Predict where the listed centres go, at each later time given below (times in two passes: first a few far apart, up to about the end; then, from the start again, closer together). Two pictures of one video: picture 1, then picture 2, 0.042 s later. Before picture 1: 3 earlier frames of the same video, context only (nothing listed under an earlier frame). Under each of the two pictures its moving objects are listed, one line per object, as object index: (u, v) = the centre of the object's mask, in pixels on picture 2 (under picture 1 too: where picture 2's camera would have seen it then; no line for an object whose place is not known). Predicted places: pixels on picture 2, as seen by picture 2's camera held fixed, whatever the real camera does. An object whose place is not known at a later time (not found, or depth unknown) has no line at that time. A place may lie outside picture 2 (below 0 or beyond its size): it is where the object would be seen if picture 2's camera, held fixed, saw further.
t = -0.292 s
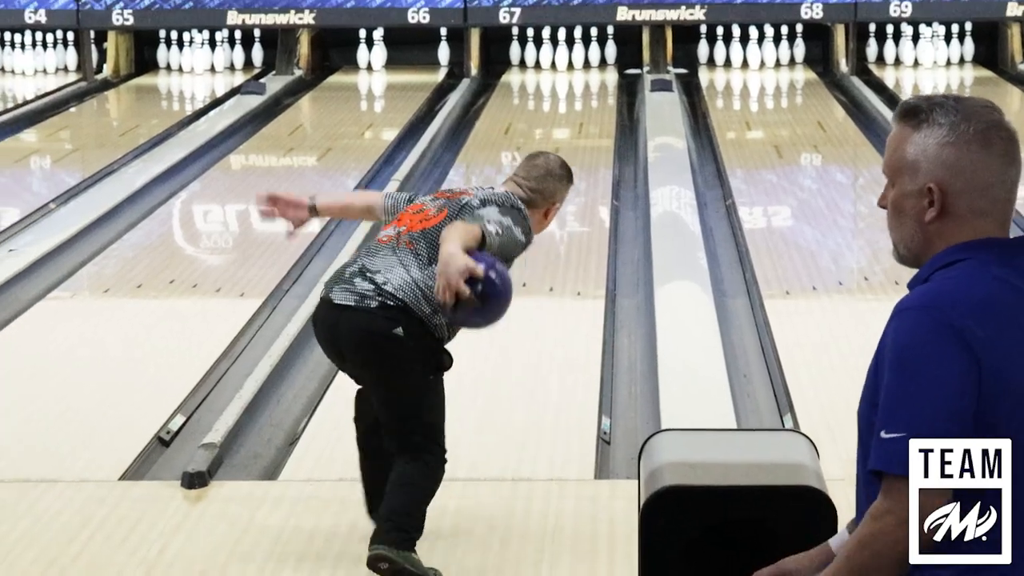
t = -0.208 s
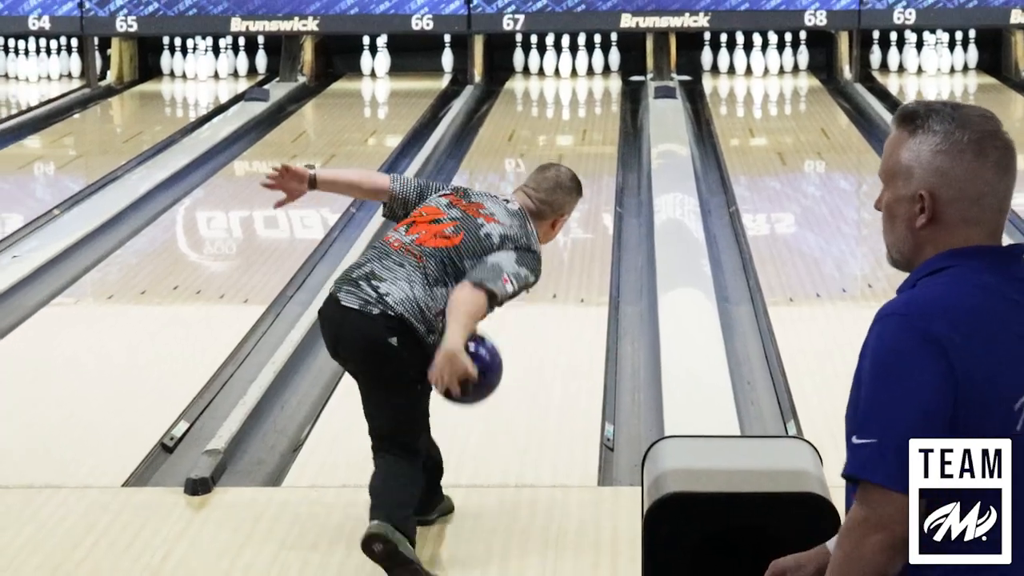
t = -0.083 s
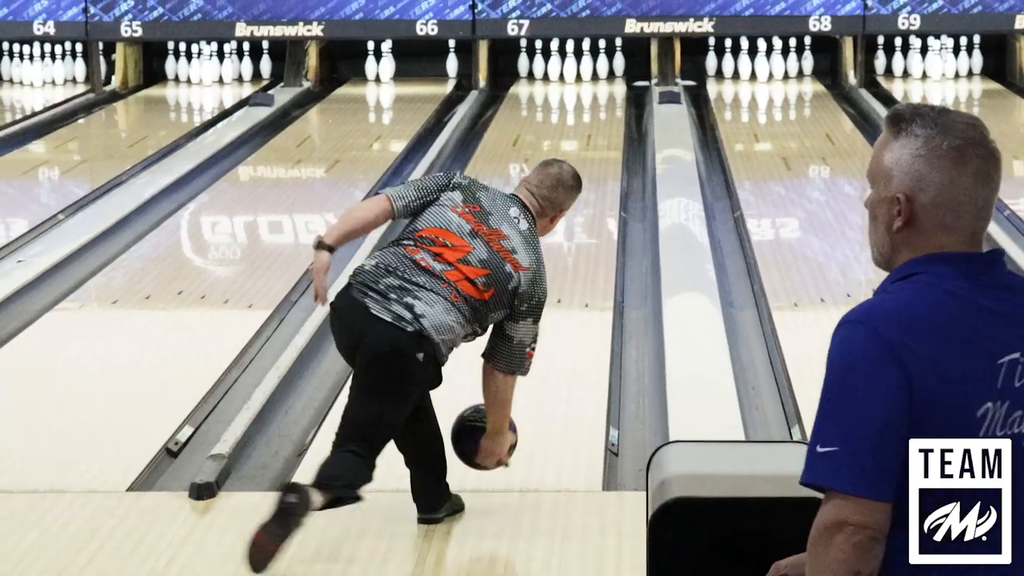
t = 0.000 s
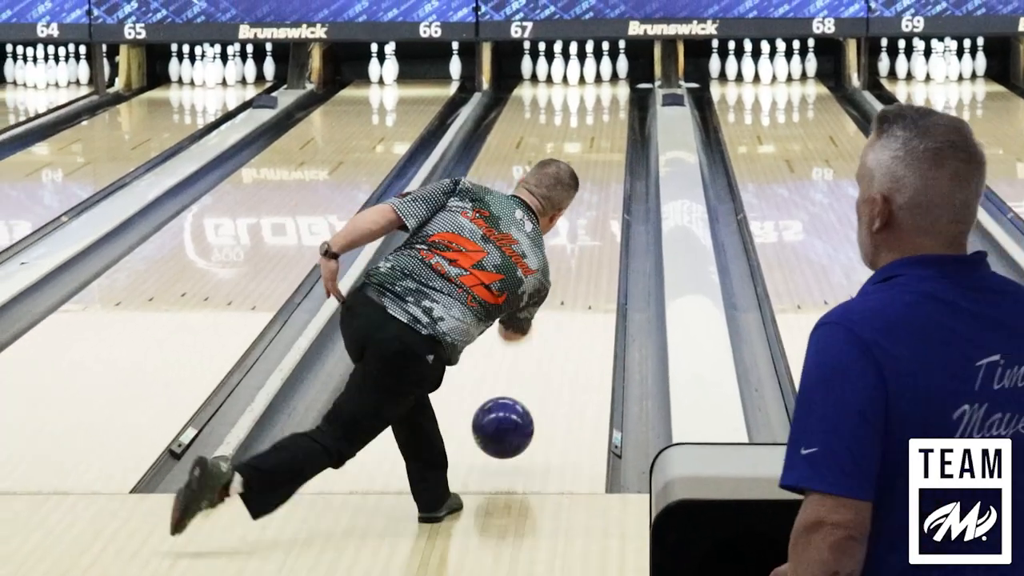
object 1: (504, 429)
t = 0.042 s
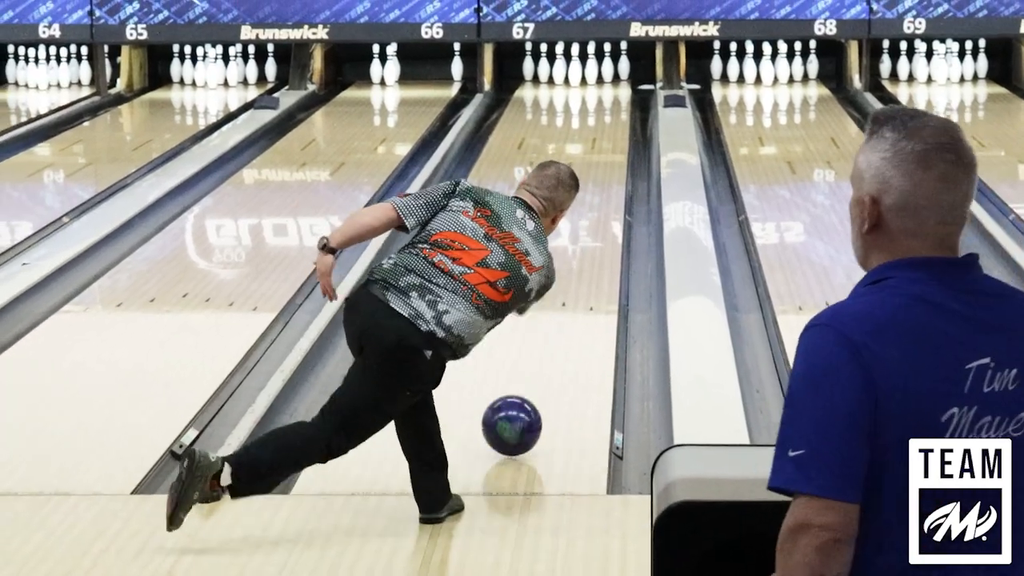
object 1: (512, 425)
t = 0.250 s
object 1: (541, 355)
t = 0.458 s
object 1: (563, 298)
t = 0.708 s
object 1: (590, 247)
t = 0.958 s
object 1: (596, 204)
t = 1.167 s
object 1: (604, 176)
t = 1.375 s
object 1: (613, 153)
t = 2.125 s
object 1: (603, 84)
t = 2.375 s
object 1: (589, 78)
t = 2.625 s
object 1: (595, 70)
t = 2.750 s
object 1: (595, 70)
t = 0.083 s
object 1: (518, 410)
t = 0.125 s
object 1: (524, 396)
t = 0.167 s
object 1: (530, 381)
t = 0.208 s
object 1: (536, 368)
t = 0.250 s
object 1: (541, 355)
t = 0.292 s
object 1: (546, 343)
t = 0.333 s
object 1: (551, 331)
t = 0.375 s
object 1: (555, 319)
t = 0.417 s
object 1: (559, 308)
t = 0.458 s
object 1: (563, 298)
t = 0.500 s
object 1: (567, 289)
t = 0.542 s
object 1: (571, 281)
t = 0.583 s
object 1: (575, 274)
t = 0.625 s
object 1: (581, 267)
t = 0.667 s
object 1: (588, 257)
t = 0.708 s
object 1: (590, 247)
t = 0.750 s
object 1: (592, 240)
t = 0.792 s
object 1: (589, 230)
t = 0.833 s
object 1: (590, 223)
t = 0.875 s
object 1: (592, 217)
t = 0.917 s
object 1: (594, 210)
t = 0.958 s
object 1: (596, 204)
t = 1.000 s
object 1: (598, 198)
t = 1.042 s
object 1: (600, 192)
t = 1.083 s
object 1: (601, 186)
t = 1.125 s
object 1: (602, 181)
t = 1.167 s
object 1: (604, 176)
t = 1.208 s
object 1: (605, 171)
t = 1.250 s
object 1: (606, 166)
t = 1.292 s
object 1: (608, 161)
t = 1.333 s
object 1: (609, 157)
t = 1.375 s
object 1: (613, 153)
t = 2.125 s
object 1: (603, 84)
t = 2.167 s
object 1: (602, 84)
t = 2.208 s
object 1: (600, 85)
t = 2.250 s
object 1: (598, 84)
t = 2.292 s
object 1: (595, 81)
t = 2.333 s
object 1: (591, 79)
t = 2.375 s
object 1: (589, 78)
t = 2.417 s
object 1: (590, 75)
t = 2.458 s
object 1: (591, 73)
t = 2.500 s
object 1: (592, 72)
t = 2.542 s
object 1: (592, 71)
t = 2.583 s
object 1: (594, 71)
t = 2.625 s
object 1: (595, 70)
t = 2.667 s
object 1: (596, 69)
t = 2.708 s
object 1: (596, 70)
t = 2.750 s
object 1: (595, 70)
